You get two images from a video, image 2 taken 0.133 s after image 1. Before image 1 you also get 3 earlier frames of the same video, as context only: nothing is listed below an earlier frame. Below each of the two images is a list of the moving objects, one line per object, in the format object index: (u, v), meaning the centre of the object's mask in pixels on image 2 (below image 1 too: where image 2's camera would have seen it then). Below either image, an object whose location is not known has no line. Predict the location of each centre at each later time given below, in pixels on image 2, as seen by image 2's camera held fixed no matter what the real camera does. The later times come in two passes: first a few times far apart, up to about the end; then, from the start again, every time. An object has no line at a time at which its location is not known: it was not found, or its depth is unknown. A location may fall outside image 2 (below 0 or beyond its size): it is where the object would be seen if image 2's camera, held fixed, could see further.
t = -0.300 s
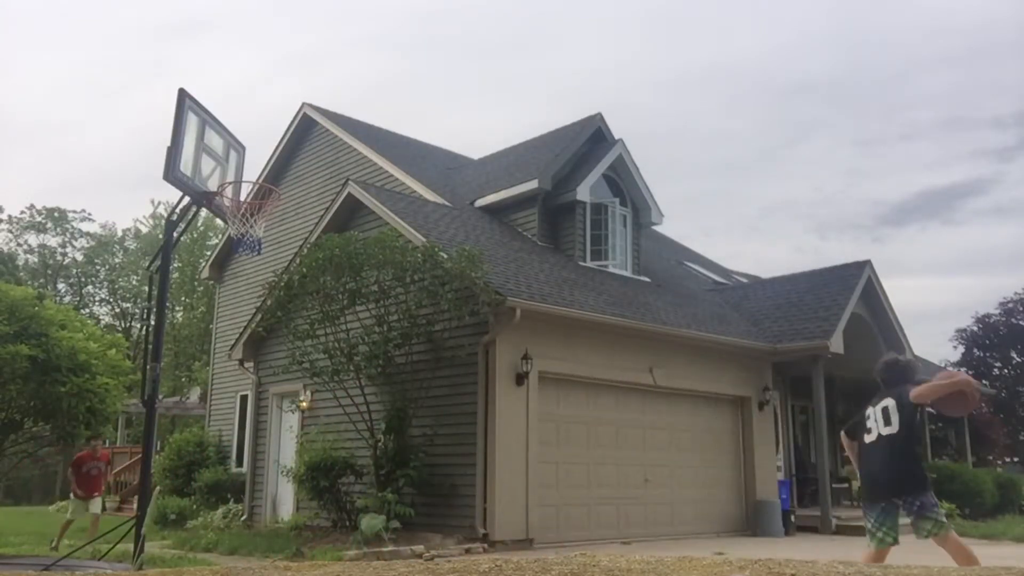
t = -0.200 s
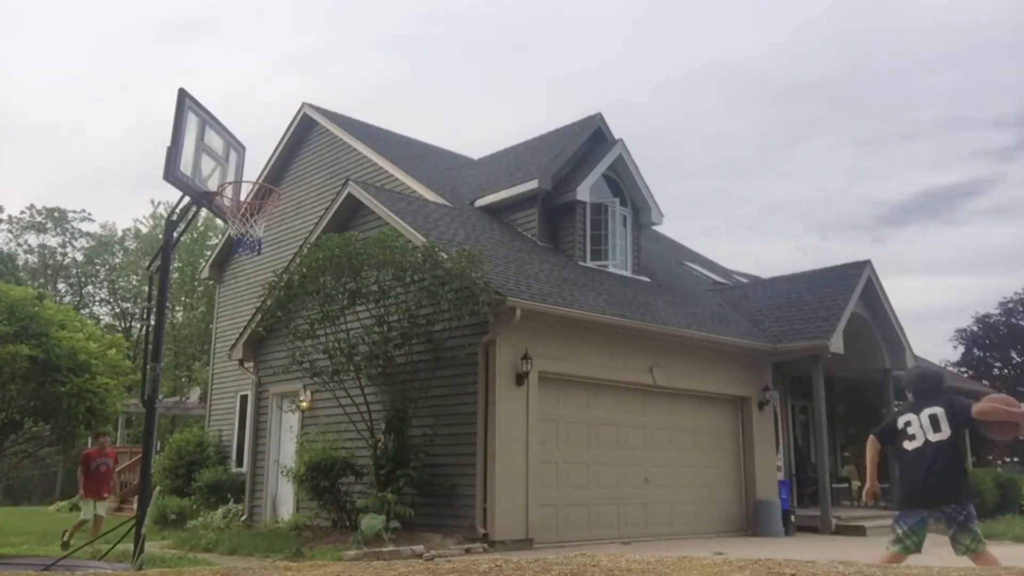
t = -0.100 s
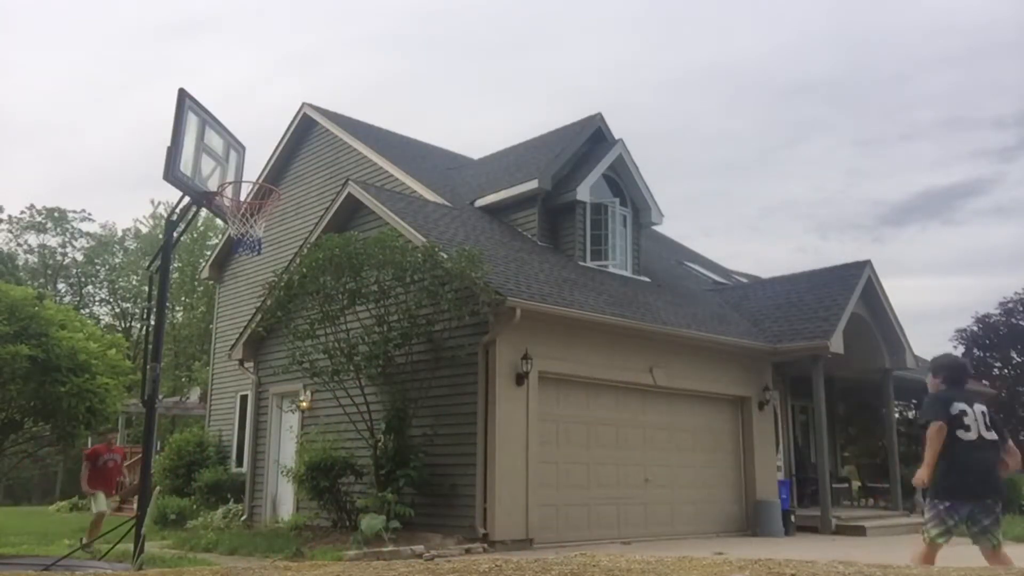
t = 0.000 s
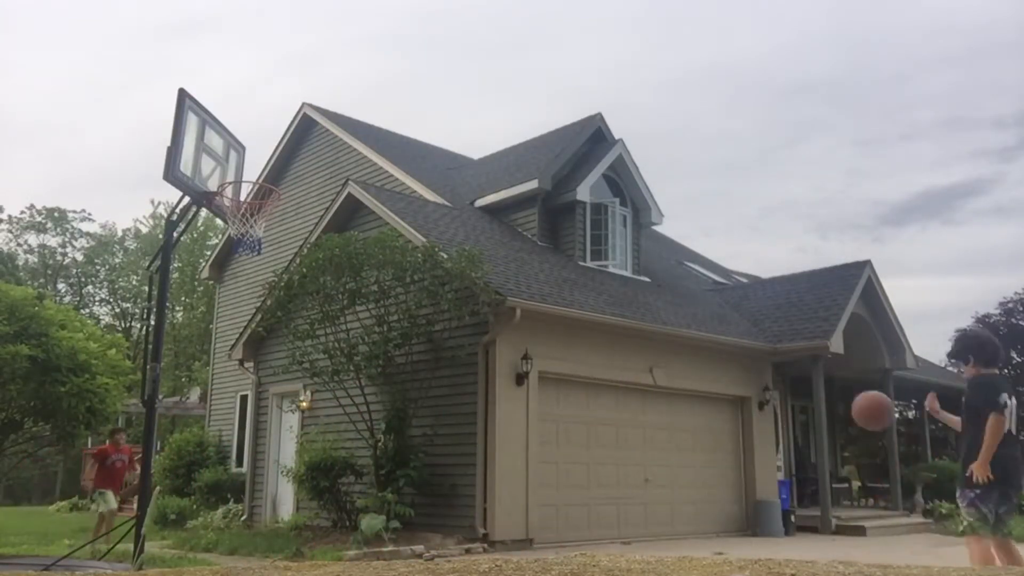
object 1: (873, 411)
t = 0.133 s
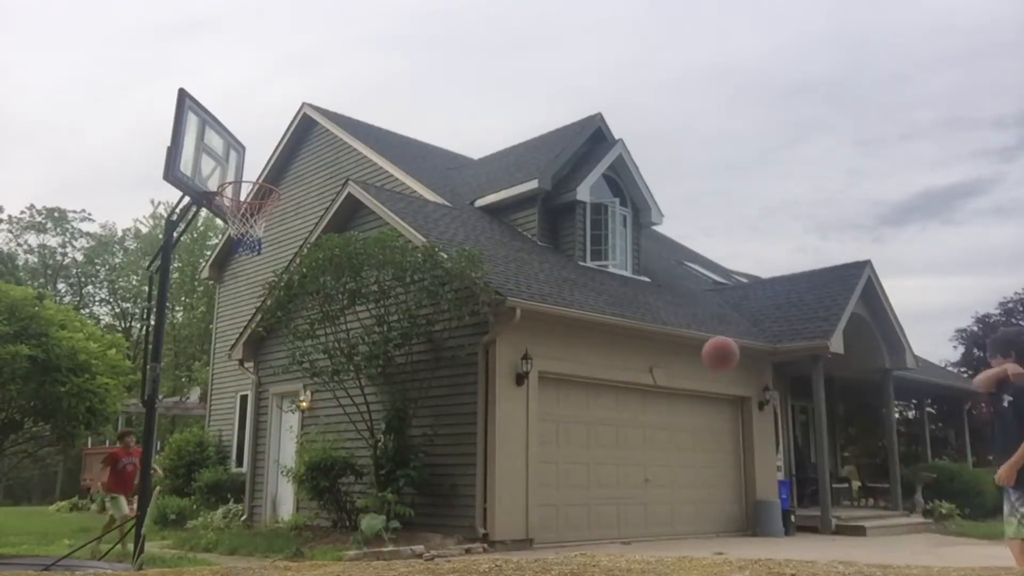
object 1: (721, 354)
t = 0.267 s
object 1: (597, 330)
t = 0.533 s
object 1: (408, 354)
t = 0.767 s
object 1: (279, 429)
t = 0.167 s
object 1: (687, 345)
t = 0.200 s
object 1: (656, 338)
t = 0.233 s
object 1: (626, 333)
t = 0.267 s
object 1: (597, 330)
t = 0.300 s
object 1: (570, 328)
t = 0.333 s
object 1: (544, 328)
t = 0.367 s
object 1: (519, 329)
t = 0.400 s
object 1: (495, 332)
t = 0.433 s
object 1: (472, 336)
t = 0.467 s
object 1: (450, 341)
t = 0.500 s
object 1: (429, 347)
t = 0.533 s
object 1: (408, 354)
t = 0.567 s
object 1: (388, 362)
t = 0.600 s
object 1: (368, 371)
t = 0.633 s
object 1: (349, 380)
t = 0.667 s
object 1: (331, 391)
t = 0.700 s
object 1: (312, 404)
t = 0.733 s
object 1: (295, 416)
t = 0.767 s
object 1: (279, 429)
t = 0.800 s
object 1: (262, 443)
